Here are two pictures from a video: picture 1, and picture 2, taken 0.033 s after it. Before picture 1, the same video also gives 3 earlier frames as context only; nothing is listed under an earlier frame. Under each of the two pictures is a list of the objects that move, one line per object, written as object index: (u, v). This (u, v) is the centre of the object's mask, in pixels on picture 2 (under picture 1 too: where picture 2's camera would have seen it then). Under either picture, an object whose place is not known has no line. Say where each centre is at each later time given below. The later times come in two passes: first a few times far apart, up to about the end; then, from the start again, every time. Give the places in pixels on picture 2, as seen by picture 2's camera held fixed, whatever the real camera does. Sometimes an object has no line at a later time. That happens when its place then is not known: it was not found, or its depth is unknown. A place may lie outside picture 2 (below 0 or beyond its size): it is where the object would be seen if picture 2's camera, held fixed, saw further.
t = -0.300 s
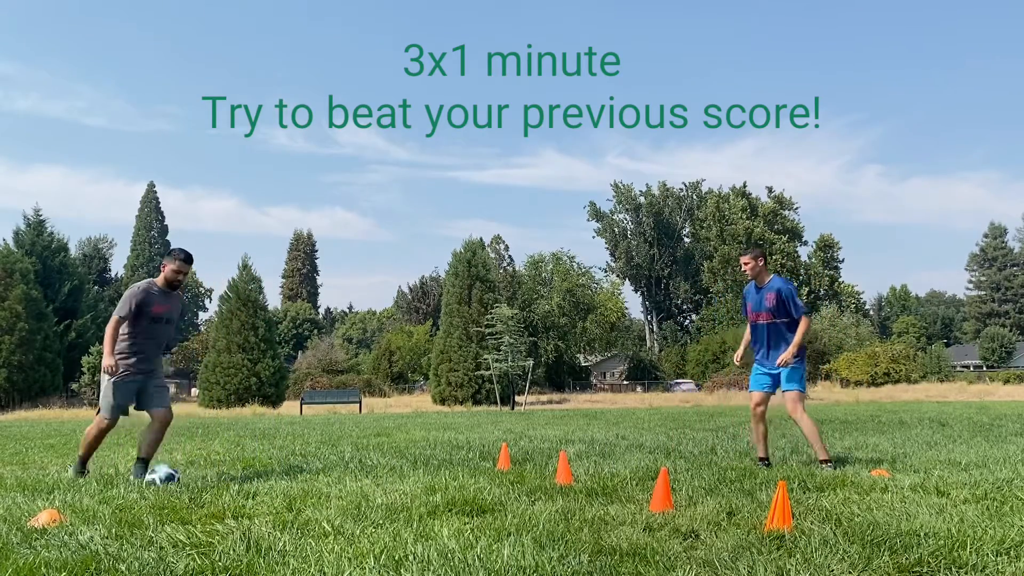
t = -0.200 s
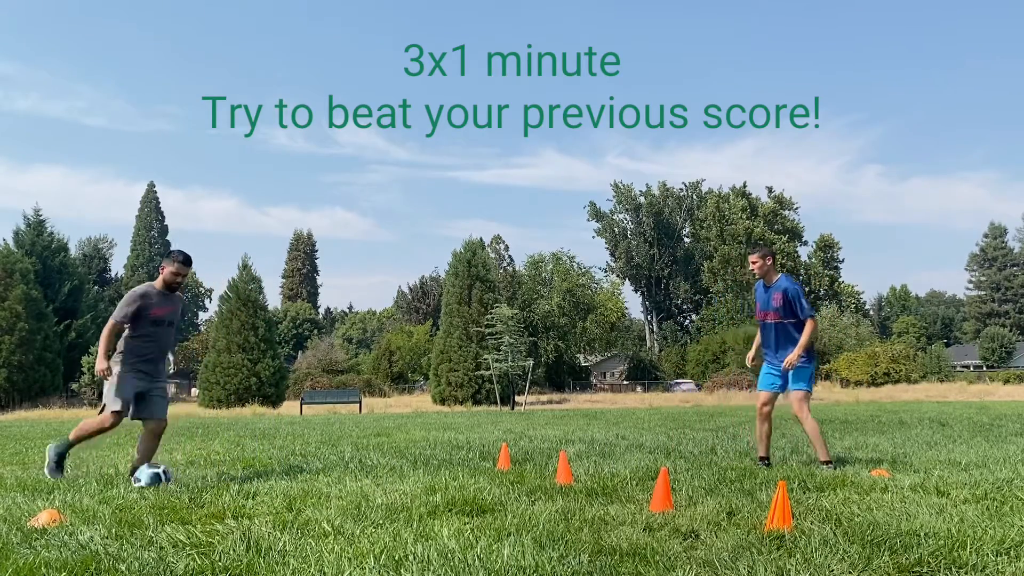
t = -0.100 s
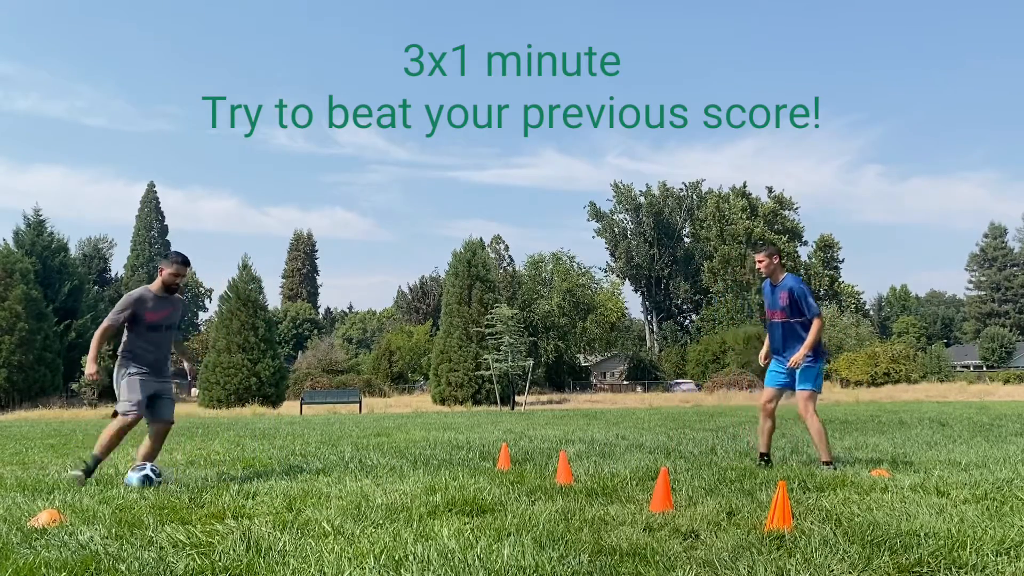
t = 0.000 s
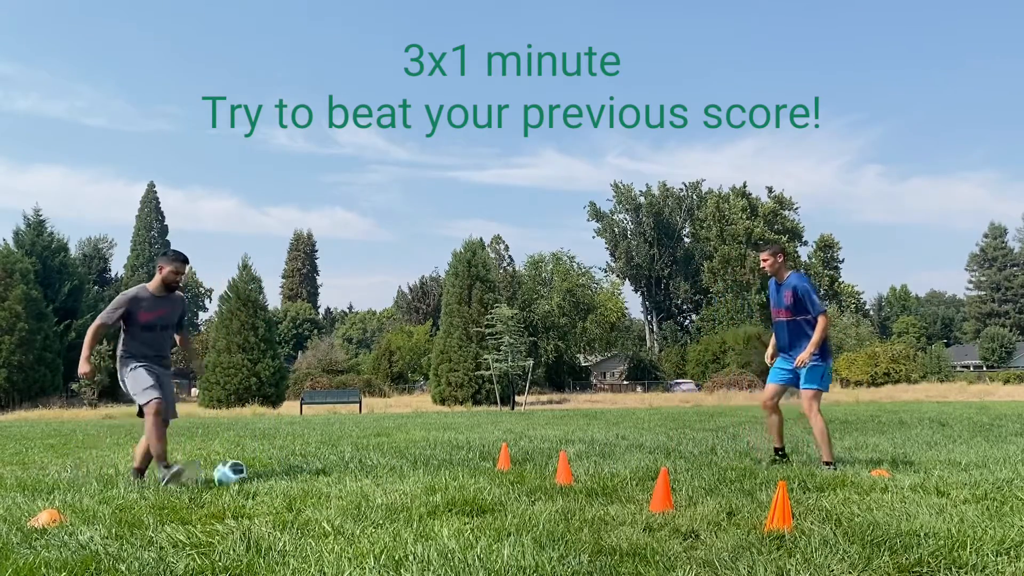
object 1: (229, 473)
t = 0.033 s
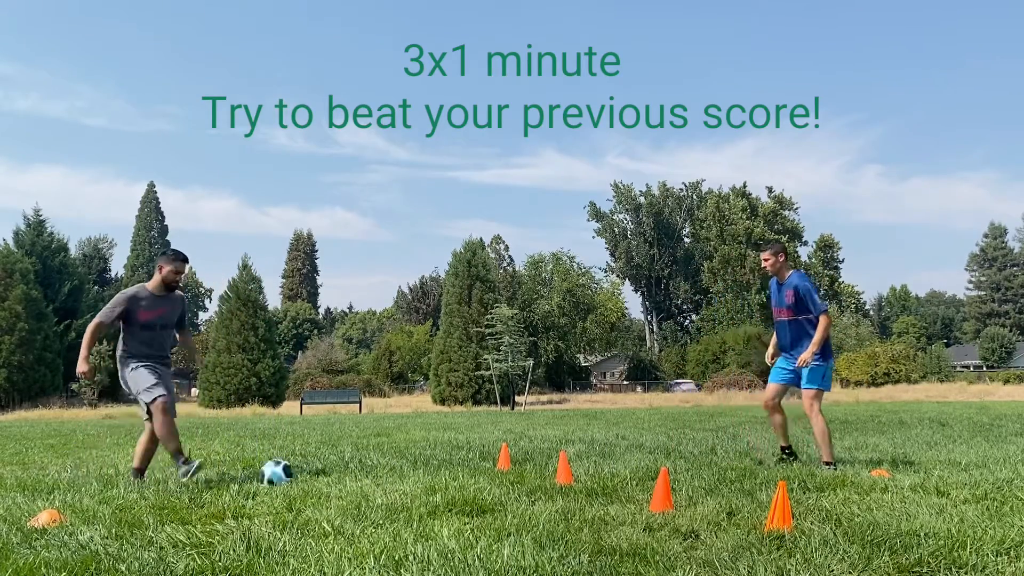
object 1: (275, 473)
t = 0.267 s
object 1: (508, 463)
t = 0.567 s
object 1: (679, 457)
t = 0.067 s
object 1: (320, 474)
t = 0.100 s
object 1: (358, 471)
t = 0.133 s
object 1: (393, 469)
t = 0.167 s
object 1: (425, 466)
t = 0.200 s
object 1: (453, 465)
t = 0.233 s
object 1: (481, 464)
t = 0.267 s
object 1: (508, 463)
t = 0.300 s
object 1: (533, 461)
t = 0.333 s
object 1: (551, 460)
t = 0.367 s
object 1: (579, 460)
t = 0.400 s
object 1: (600, 462)
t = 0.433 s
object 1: (615, 462)
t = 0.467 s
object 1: (633, 460)
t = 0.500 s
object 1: (649, 459)
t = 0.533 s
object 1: (666, 458)
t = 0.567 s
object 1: (679, 457)
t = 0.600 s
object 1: (694, 457)
